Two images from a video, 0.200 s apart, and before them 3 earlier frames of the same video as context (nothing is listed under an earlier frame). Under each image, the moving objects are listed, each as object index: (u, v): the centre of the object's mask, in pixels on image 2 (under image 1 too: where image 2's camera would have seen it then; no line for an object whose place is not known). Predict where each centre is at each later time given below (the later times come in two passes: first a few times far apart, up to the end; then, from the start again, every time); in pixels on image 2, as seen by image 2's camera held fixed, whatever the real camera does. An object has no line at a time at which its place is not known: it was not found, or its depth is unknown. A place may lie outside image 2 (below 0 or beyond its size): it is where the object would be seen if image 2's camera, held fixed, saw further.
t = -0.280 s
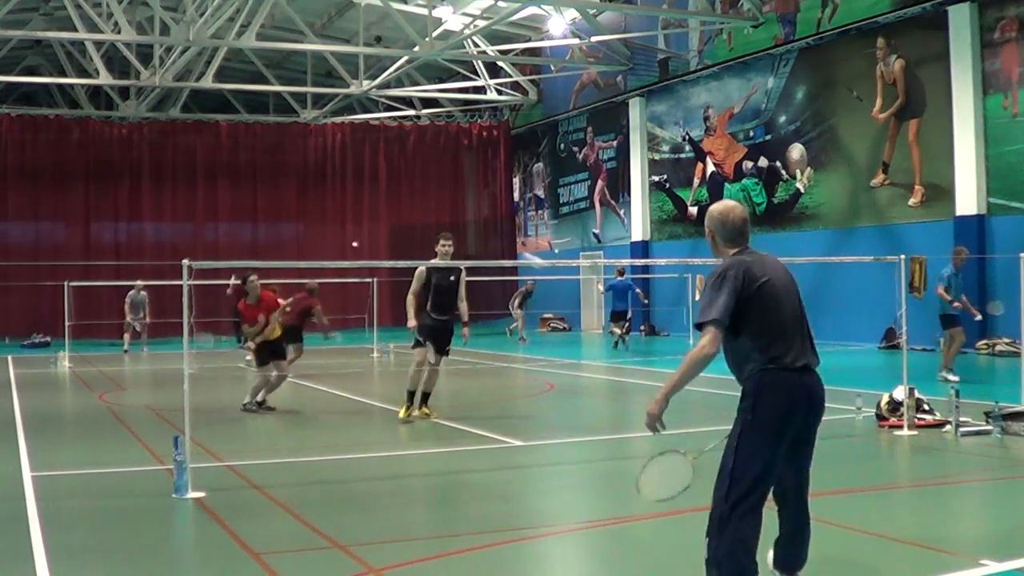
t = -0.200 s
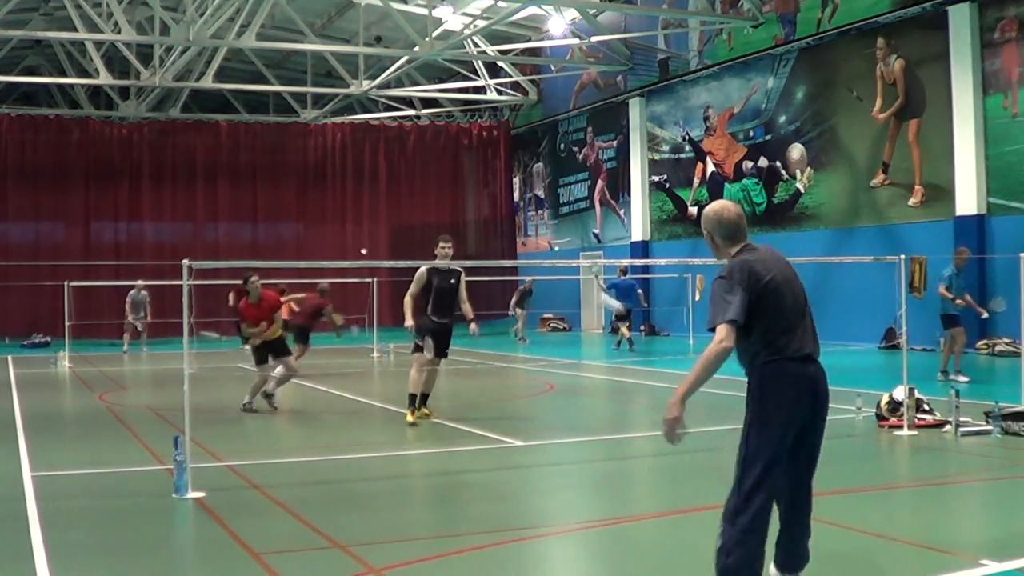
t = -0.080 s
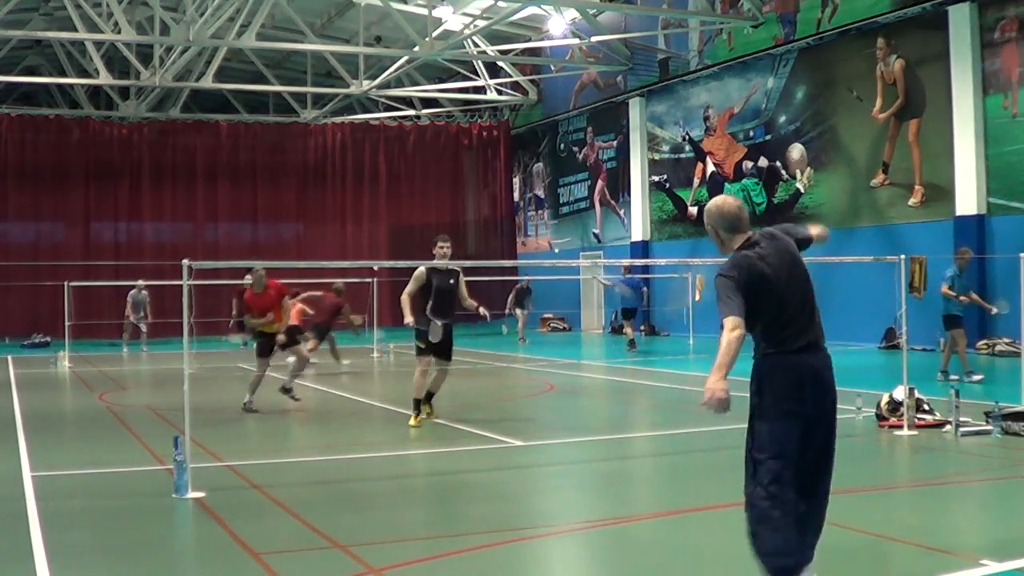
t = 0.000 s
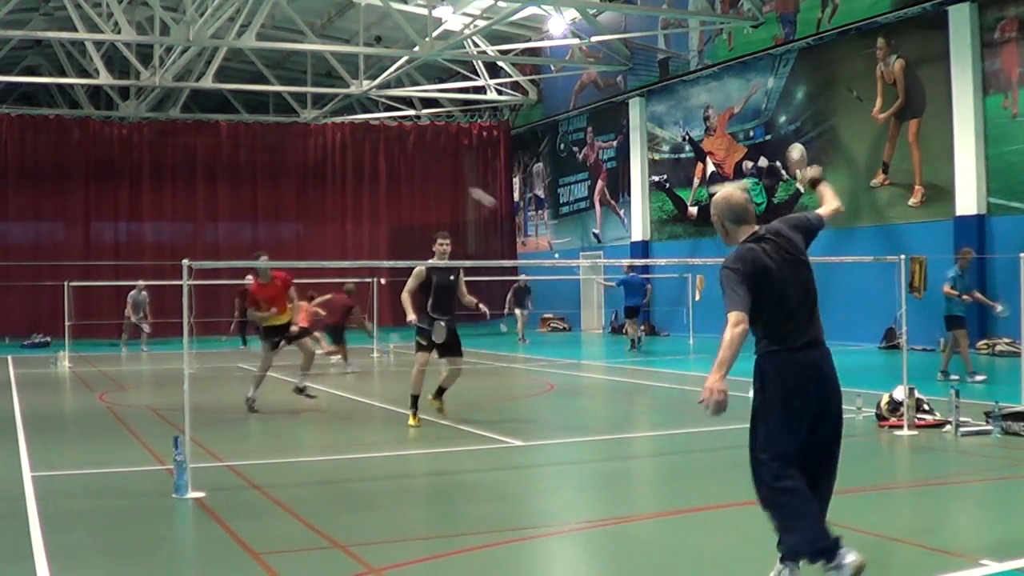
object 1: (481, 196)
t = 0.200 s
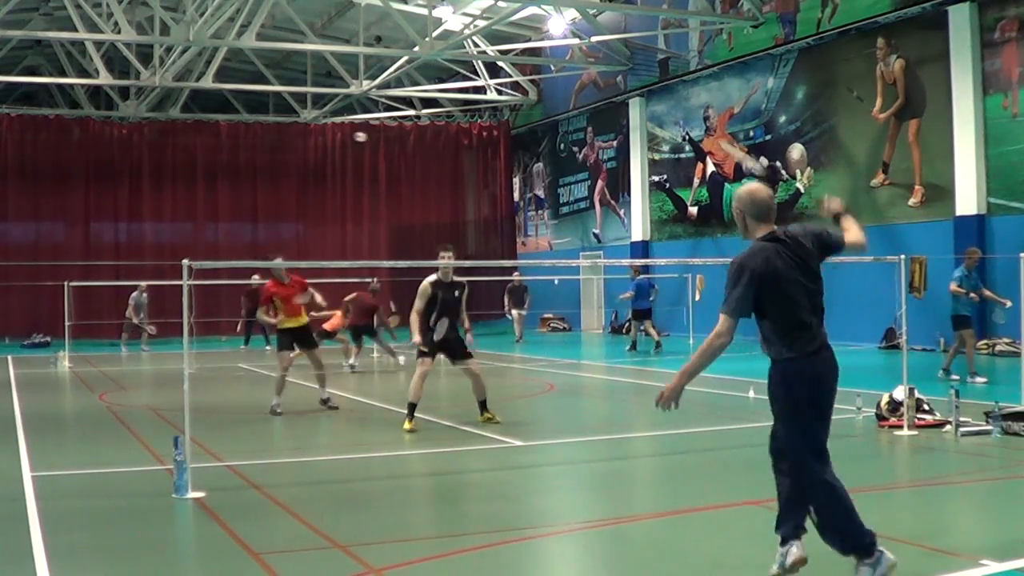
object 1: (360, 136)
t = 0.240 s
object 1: (346, 135)
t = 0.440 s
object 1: (300, 150)
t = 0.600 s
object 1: (278, 184)
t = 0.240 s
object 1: (346, 135)
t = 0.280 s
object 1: (335, 135)
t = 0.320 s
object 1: (325, 137)
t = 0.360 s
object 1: (316, 140)
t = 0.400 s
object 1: (308, 144)
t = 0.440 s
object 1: (300, 150)
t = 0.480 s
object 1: (294, 157)
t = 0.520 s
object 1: (288, 165)
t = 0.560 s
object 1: (283, 174)
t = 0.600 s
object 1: (278, 184)
